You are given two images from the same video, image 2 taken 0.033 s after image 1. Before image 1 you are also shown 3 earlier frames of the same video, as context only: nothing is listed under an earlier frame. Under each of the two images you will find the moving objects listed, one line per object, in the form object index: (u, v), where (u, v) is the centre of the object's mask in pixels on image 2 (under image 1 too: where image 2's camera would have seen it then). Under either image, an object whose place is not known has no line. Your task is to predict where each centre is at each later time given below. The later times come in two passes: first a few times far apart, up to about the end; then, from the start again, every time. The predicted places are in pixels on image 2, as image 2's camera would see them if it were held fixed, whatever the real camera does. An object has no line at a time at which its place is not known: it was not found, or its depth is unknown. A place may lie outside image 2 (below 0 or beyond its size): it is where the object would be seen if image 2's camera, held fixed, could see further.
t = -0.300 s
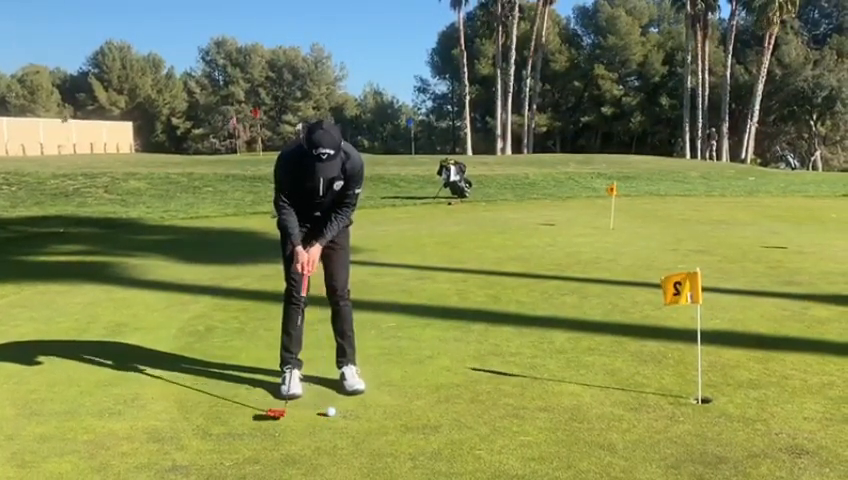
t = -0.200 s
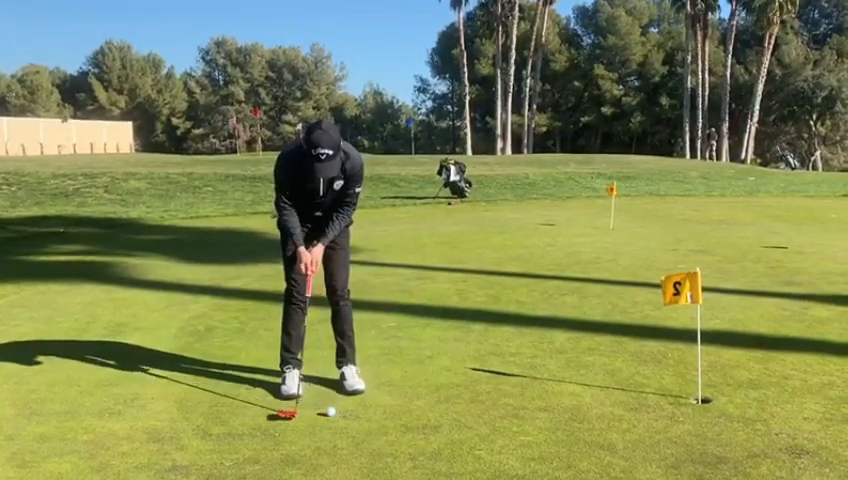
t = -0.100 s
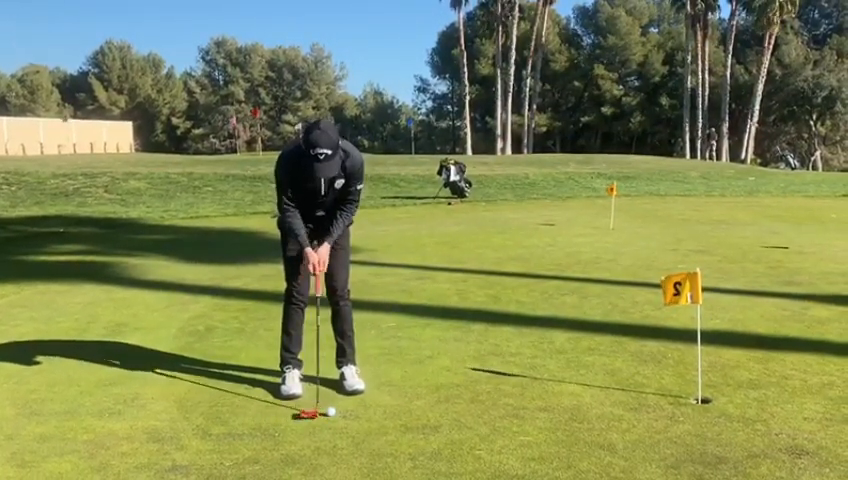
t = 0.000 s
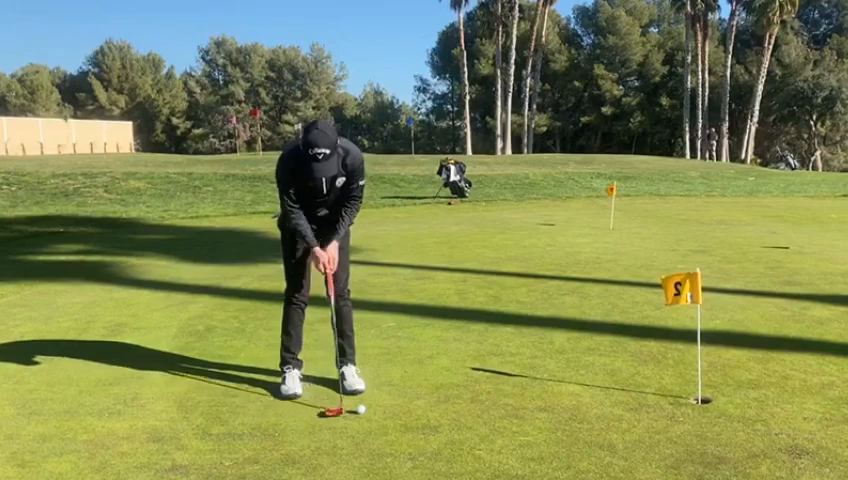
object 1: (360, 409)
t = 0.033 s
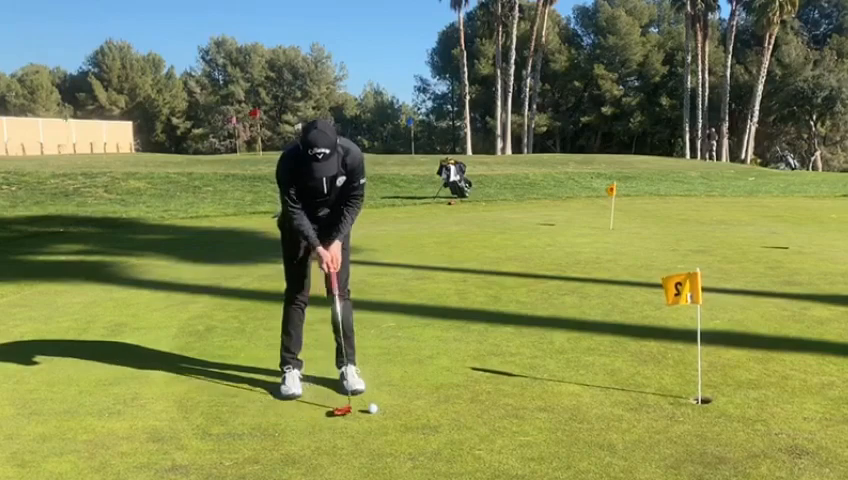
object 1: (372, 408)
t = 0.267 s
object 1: (442, 404)
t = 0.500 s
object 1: (504, 400)
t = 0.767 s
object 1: (567, 398)
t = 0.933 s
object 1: (604, 397)
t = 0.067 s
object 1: (383, 408)
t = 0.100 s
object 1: (393, 406)
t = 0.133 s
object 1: (403, 406)
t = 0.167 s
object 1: (413, 405)
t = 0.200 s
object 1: (423, 405)
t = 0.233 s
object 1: (432, 404)
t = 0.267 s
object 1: (442, 404)
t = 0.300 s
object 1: (451, 403)
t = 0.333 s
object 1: (460, 403)
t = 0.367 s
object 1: (469, 402)
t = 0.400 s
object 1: (479, 402)
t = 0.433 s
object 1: (487, 402)
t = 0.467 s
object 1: (495, 401)
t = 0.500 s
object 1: (504, 400)
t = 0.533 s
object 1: (513, 400)
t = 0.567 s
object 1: (521, 400)
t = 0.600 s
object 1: (529, 400)
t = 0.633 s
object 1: (537, 399)
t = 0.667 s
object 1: (544, 398)
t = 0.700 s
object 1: (552, 399)
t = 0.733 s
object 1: (560, 398)
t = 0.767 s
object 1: (567, 398)
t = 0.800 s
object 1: (574, 397)
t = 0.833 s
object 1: (582, 398)
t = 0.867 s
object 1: (589, 397)
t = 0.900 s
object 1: (596, 397)
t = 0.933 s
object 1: (604, 397)
